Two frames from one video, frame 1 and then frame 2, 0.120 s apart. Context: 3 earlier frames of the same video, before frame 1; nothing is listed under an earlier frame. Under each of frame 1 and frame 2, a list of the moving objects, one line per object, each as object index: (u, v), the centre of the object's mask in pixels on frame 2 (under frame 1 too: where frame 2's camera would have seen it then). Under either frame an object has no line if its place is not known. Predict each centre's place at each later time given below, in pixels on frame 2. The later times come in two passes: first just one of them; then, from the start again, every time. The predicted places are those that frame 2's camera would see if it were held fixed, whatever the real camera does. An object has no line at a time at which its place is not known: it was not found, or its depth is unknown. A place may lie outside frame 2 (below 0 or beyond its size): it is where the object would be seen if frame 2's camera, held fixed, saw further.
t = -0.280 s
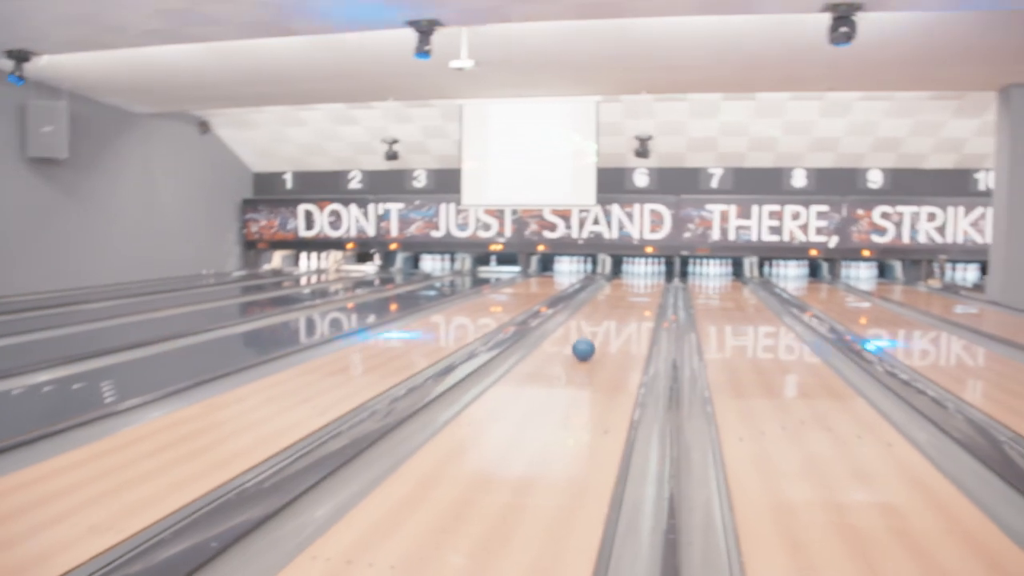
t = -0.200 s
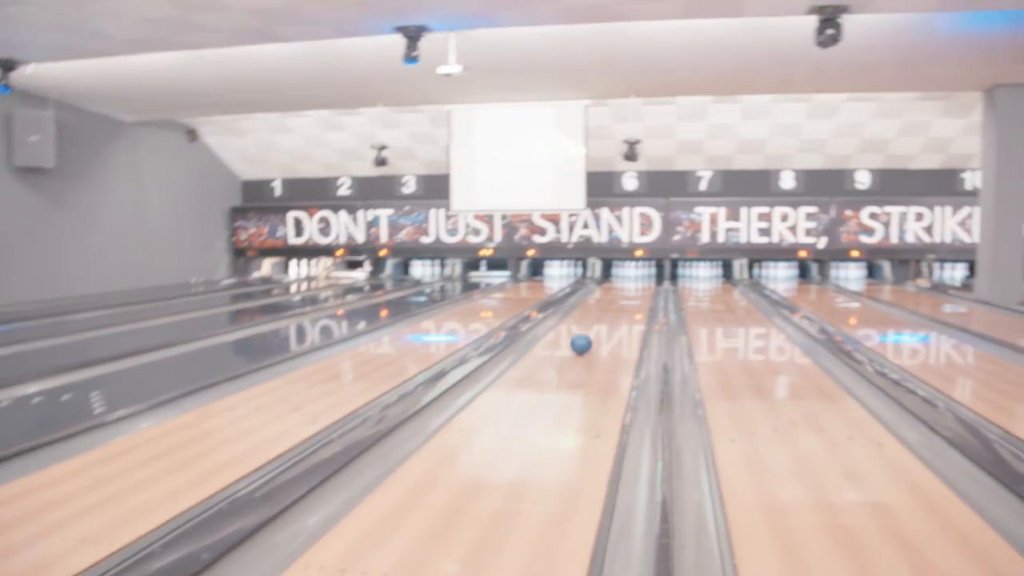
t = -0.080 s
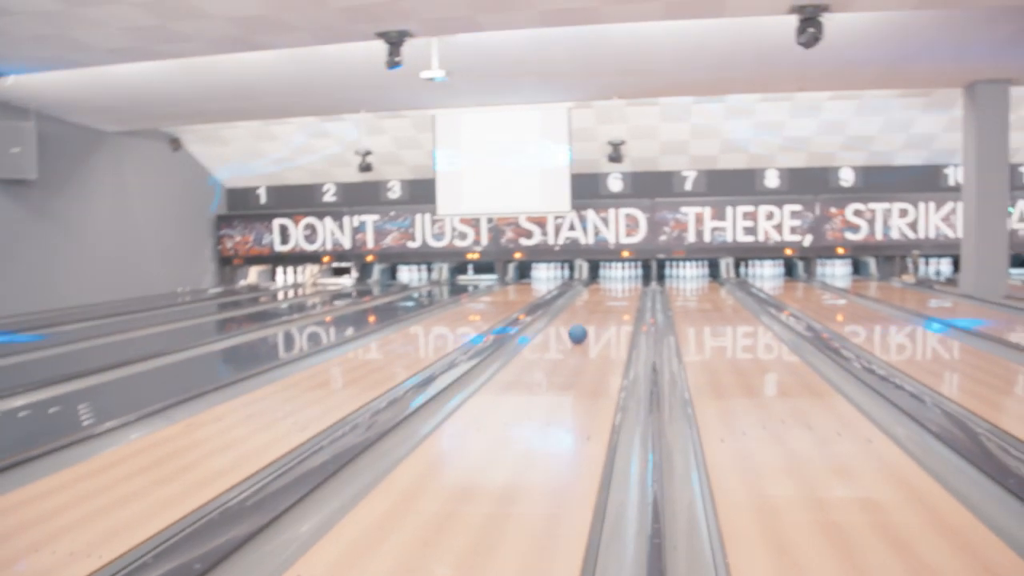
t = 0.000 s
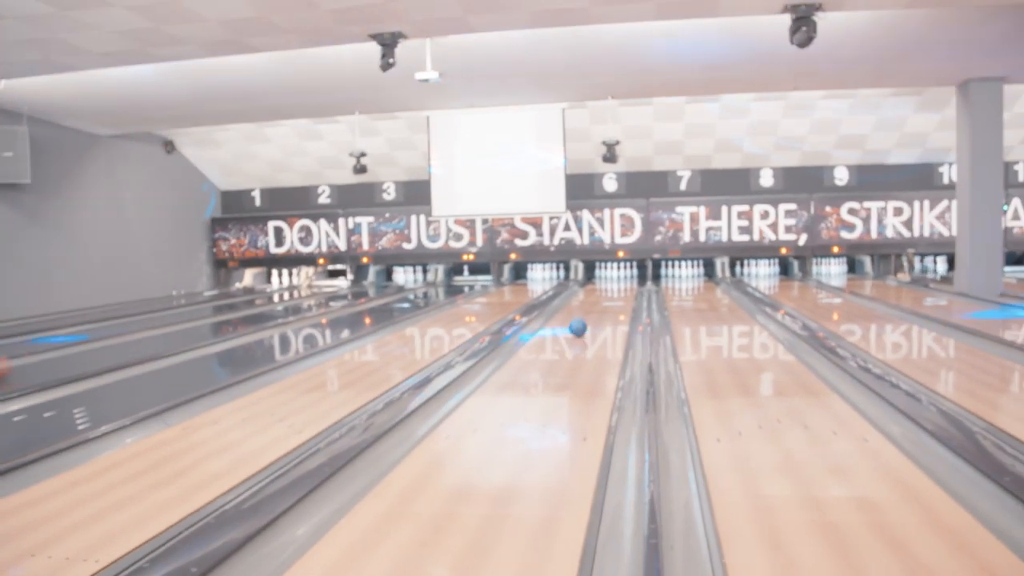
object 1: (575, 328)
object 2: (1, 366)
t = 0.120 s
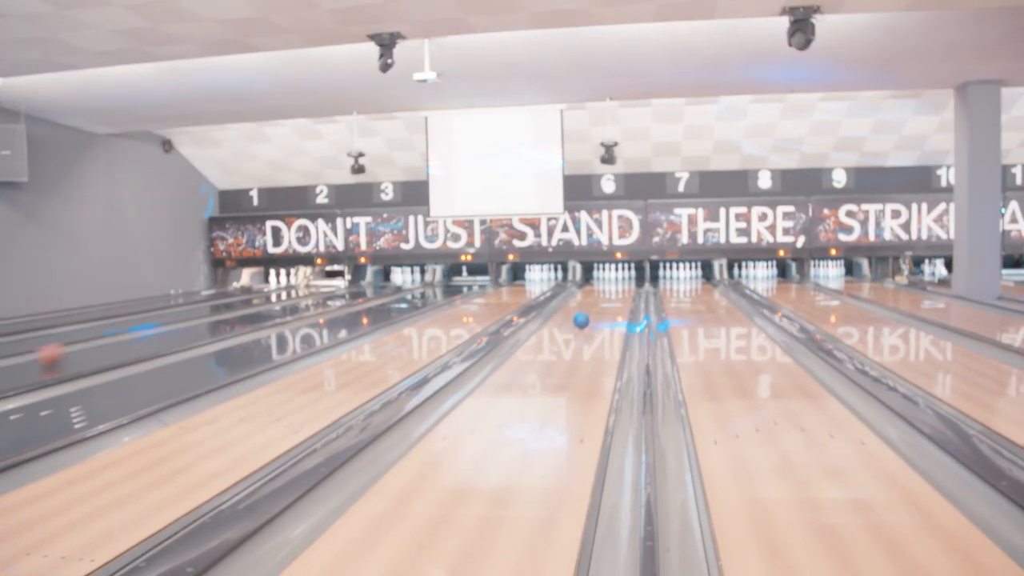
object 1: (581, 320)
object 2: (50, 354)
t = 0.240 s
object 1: (585, 314)
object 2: (99, 344)
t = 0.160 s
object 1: (582, 318)
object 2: (67, 351)
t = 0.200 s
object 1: (584, 316)
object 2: (84, 347)
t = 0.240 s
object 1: (585, 314)
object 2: (99, 344)
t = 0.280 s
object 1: (586, 311)
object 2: (112, 341)
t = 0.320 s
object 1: (587, 309)
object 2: (126, 338)
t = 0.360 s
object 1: (587, 308)
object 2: (139, 335)
